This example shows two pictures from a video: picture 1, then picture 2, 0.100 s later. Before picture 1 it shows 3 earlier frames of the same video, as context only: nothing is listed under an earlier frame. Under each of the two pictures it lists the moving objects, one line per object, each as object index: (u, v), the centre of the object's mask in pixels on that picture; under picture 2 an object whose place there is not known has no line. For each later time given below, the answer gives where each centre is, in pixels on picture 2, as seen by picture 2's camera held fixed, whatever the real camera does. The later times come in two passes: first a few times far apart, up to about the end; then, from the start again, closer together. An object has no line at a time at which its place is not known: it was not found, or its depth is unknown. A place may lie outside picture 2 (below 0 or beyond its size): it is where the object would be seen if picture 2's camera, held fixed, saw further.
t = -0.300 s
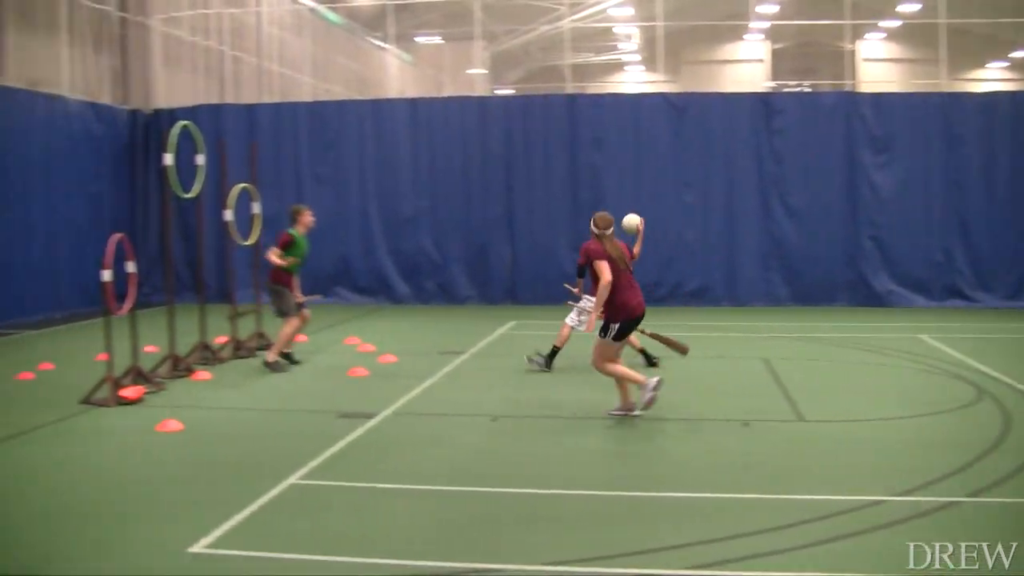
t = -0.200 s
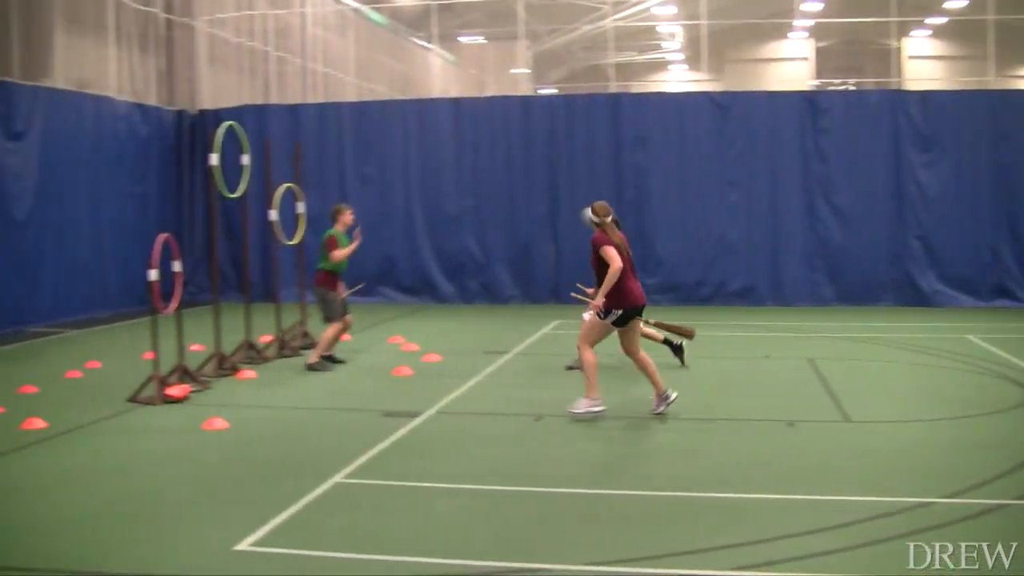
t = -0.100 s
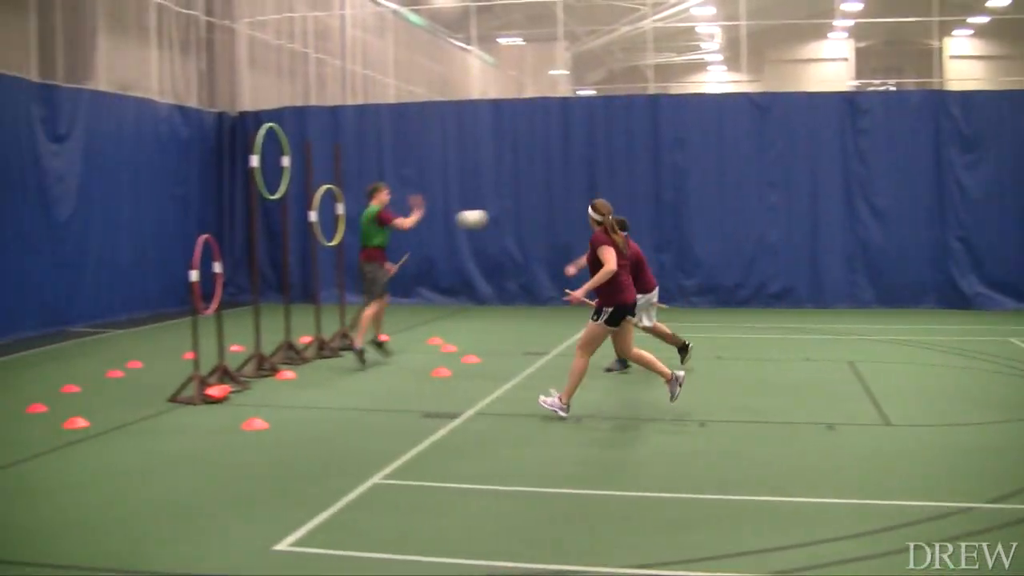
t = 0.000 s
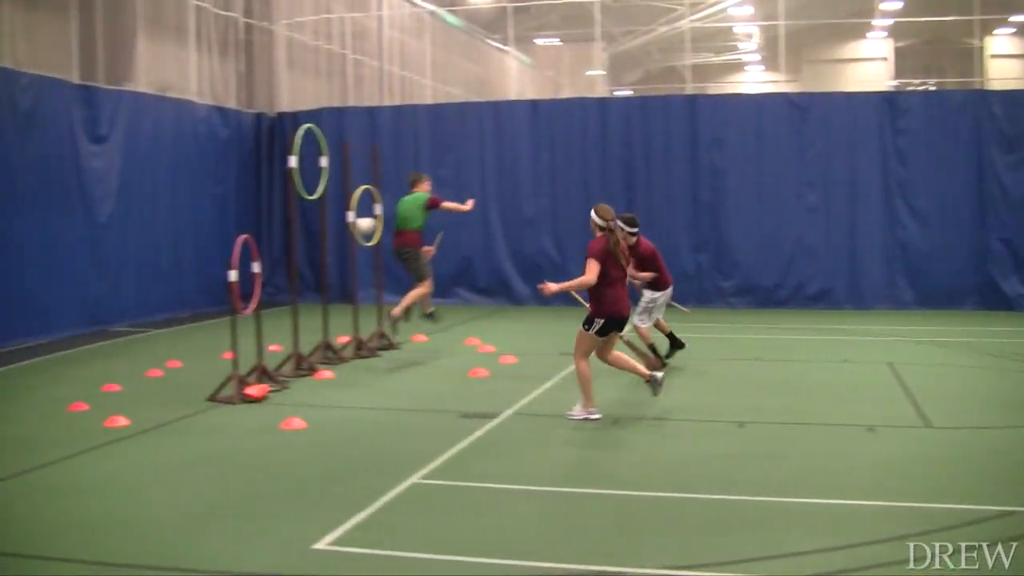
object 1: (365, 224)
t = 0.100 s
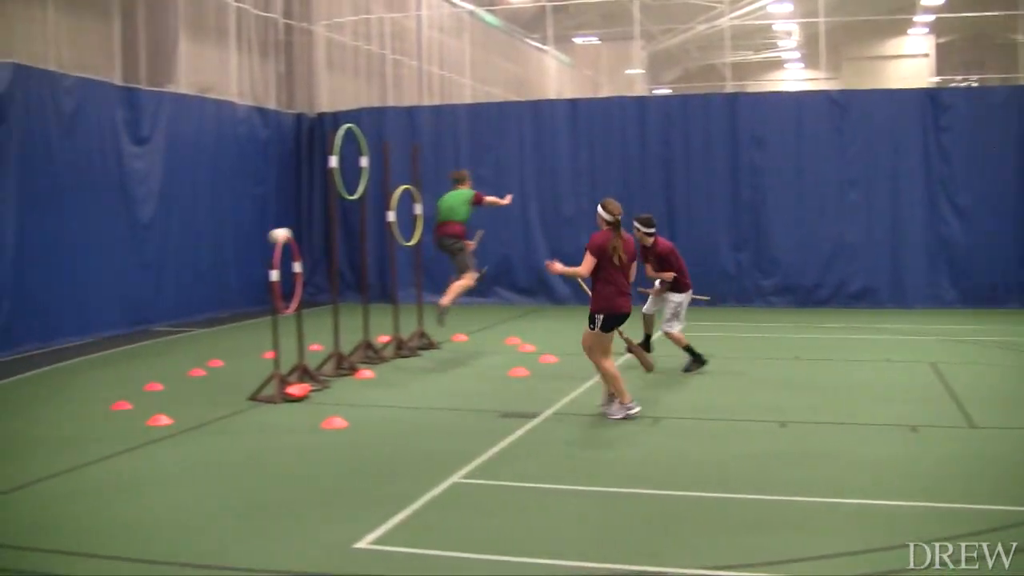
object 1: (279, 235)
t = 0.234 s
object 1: (146, 254)
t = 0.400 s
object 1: (108, 285)
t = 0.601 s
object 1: (105, 323)
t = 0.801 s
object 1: (111, 307)
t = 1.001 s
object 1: (116, 306)
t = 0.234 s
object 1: (146, 254)
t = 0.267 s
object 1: (118, 260)
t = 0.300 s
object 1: (110, 266)
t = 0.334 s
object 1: (110, 271)
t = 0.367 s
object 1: (109, 277)
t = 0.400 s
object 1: (108, 285)
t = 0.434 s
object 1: (107, 292)
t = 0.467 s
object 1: (107, 298)
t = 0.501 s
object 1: (106, 304)
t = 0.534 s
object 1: (105, 310)
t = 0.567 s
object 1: (105, 317)
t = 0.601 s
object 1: (105, 323)
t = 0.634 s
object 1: (106, 329)
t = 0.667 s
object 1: (107, 324)
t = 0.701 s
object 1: (107, 318)
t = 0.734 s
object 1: (108, 314)
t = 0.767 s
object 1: (109, 310)
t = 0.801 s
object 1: (111, 307)
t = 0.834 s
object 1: (111, 305)
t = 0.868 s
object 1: (112, 304)
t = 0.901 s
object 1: (113, 303)
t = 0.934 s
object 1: (115, 303)
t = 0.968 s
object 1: (116, 304)
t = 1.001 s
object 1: (116, 306)
